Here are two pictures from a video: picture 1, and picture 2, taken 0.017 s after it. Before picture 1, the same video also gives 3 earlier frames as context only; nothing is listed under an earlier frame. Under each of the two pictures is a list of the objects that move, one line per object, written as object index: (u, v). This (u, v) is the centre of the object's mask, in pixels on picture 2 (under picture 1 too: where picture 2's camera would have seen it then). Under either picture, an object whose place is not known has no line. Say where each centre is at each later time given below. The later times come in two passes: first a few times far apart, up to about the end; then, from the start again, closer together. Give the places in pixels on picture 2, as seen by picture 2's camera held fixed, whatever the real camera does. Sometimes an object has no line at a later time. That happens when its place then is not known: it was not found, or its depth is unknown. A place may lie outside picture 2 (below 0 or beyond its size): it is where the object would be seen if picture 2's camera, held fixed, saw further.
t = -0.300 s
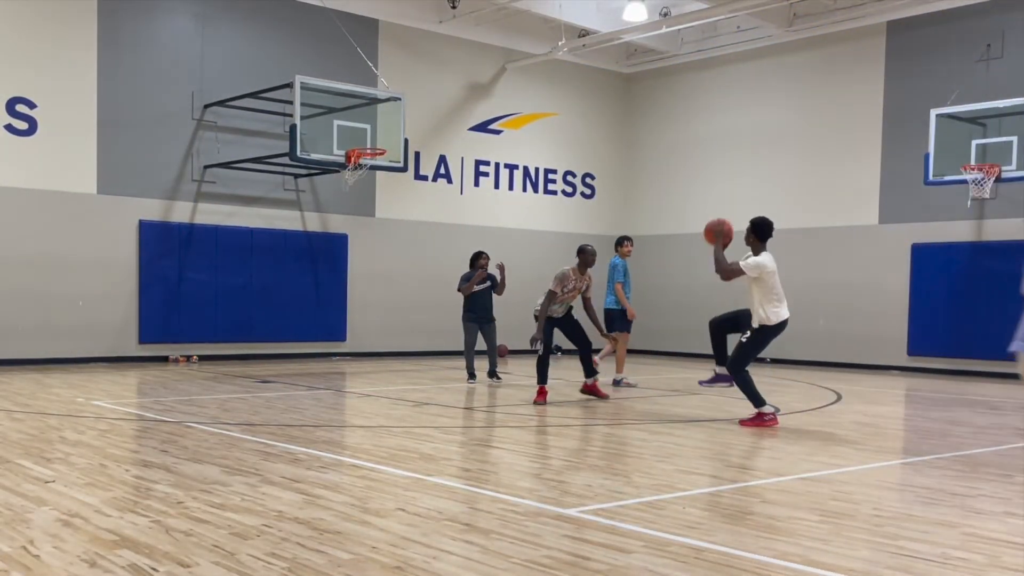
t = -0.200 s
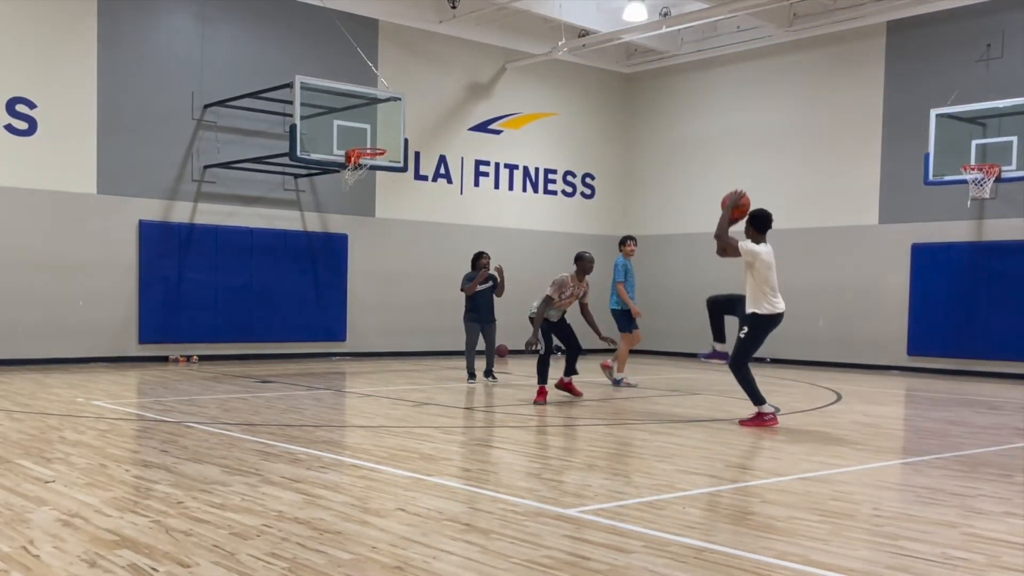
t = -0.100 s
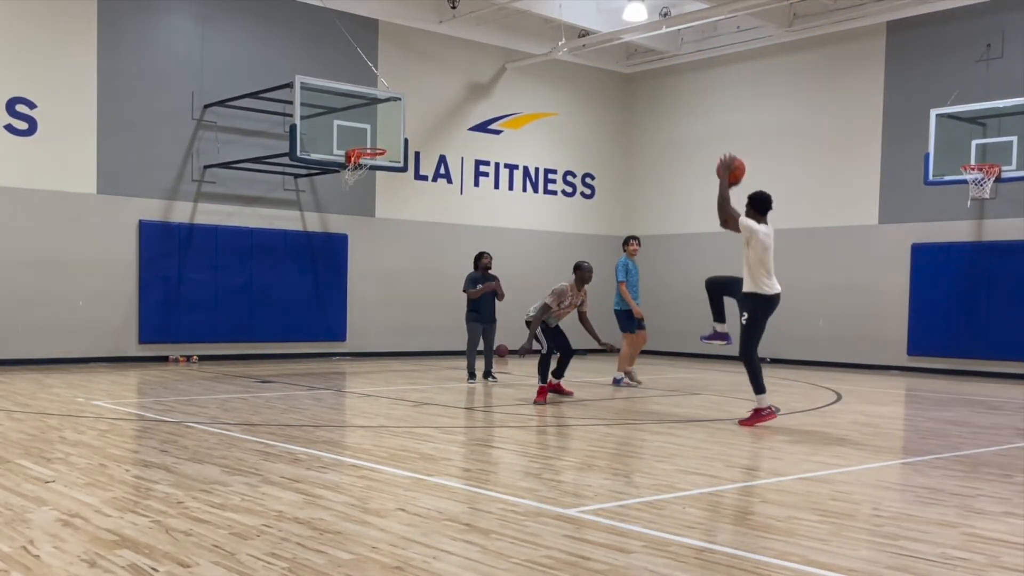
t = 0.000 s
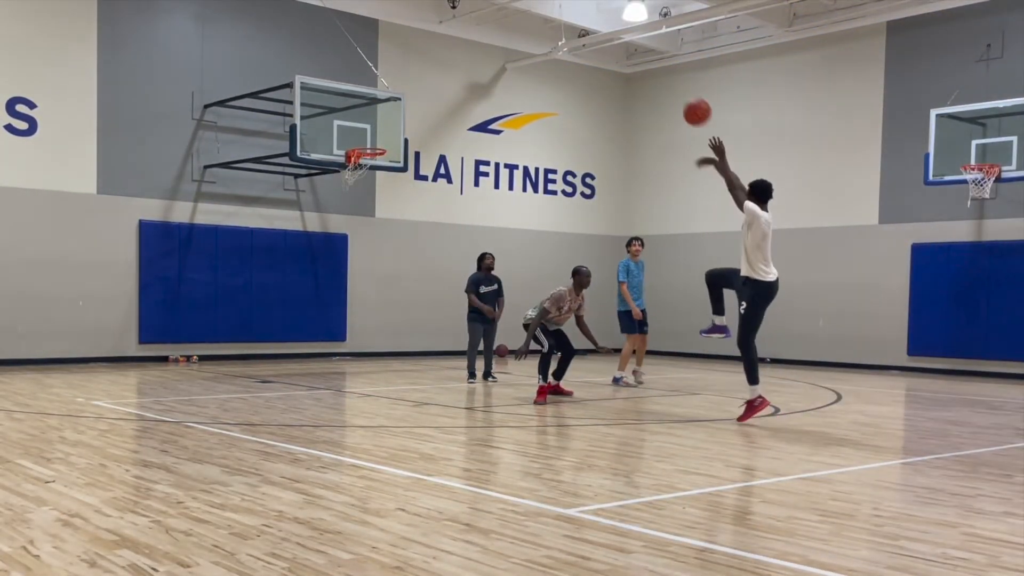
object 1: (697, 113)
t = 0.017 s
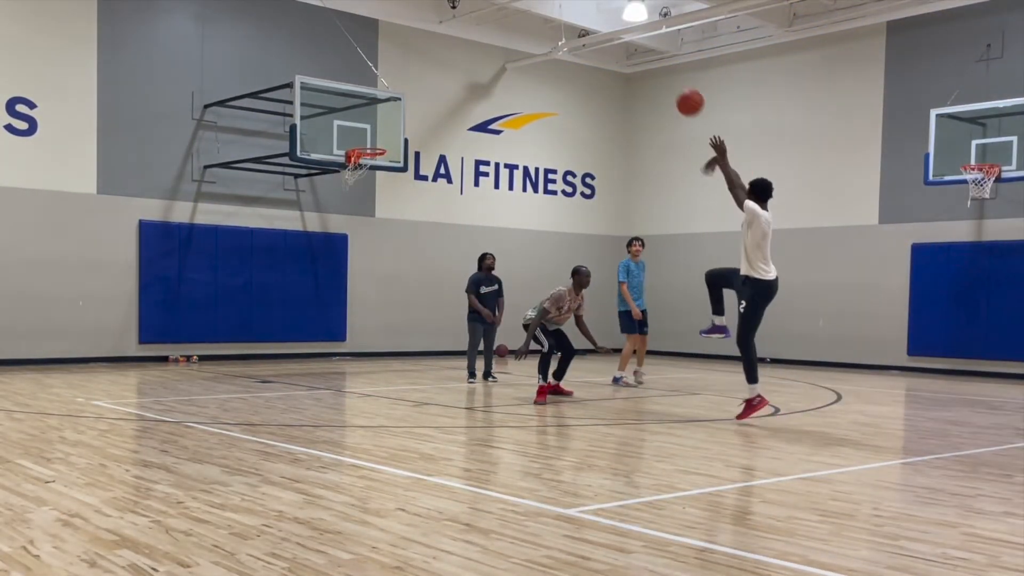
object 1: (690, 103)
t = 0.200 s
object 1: (618, 24)
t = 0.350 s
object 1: (567, 1)
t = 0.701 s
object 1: (469, 5)
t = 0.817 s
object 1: (442, 24)
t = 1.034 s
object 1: (396, 92)
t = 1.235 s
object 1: (364, 164)
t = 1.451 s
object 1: (350, 242)
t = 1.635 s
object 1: (336, 342)
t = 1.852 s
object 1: (328, 311)
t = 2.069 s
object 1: (322, 255)
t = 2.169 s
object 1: (319, 241)
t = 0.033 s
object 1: (683, 94)
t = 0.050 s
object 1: (676, 85)
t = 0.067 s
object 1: (670, 77)
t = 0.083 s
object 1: (663, 69)
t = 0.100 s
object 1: (657, 61)
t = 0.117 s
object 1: (650, 54)
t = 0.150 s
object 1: (637, 41)
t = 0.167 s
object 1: (631, 35)
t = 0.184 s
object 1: (625, 29)
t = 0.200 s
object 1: (618, 24)
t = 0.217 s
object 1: (612, 19)
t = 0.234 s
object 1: (607, 14)
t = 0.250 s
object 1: (601, 10)
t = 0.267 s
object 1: (595, 8)
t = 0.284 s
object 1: (589, 6)
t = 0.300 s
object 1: (584, 5)
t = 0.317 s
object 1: (578, 3)
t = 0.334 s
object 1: (572, 2)
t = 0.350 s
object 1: (567, 1)
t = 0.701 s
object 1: (469, 5)
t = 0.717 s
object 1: (466, 6)
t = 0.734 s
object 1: (461, 8)
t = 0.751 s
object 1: (457, 9)
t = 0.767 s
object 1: (453, 12)
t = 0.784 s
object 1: (449, 17)
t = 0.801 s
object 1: (446, 20)
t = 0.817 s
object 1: (442, 24)
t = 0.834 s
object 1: (438, 29)
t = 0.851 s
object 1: (434, 33)
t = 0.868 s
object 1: (430, 37)
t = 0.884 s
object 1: (427, 42)
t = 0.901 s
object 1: (423, 47)
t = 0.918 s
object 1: (420, 52)
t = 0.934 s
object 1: (416, 57)
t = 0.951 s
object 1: (413, 63)
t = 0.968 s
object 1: (409, 68)
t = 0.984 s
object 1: (406, 74)
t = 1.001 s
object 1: (403, 80)
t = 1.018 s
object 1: (399, 86)
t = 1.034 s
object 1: (396, 92)
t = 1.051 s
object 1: (393, 98)
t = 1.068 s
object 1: (389, 104)
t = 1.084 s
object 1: (386, 111)
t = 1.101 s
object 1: (383, 118)
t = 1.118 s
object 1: (380, 124)
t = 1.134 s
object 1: (377, 131)
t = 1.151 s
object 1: (373, 138)
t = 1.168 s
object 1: (371, 144)
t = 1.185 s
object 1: (368, 152)
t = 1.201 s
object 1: (366, 157)
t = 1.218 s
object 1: (365, 160)
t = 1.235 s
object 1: (364, 164)
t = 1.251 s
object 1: (364, 169)
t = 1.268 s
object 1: (363, 174)
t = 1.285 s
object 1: (361, 178)
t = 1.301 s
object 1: (360, 184)
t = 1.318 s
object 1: (359, 189)
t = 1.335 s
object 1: (358, 194)
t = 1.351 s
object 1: (357, 200)
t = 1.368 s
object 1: (356, 206)
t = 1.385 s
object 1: (354, 213)
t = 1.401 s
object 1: (353, 220)
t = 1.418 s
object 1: (352, 227)
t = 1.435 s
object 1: (351, 234)
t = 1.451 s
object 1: (350, 242)
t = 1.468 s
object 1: (349, 249)
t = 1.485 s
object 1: (348, 257)
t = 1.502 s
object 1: (346, 266)
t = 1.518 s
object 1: (345, 274)
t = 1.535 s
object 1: (343, 283)
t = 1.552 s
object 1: (342, 292)
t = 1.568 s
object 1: (341, 302)
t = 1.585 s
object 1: (340, 312)
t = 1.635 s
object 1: (336, 342)
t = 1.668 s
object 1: (333, 364)
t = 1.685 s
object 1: (332, 374)
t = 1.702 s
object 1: (331, 369)
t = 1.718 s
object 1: (331, 362)
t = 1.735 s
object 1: (331, 355)
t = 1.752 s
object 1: (330, 348)
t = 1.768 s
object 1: (330, 341)
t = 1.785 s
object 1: (329, 334)
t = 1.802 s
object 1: (329, 329)
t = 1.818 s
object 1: (329, 323)
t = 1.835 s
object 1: (328, 317)
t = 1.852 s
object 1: (328, 311)
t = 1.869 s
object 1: (327, 306)
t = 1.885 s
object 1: (327, 300)
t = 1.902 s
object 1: (327, 295)
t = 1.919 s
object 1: (326, 290)
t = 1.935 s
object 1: (326, 285)
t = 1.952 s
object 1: (325, 281)
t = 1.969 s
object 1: (325, 276)
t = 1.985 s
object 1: (324, 272)
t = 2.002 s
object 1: (324, 268)
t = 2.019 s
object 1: (324, 264)
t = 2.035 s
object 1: (323, 261)
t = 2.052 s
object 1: (323, 257)
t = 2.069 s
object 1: (322, 255)
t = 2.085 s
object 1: (322, 251)
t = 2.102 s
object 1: (321, 249)
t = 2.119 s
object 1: (320, 247)
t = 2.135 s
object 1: (320, 244)
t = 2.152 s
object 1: (319, 243)
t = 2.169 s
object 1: (319, 241)
